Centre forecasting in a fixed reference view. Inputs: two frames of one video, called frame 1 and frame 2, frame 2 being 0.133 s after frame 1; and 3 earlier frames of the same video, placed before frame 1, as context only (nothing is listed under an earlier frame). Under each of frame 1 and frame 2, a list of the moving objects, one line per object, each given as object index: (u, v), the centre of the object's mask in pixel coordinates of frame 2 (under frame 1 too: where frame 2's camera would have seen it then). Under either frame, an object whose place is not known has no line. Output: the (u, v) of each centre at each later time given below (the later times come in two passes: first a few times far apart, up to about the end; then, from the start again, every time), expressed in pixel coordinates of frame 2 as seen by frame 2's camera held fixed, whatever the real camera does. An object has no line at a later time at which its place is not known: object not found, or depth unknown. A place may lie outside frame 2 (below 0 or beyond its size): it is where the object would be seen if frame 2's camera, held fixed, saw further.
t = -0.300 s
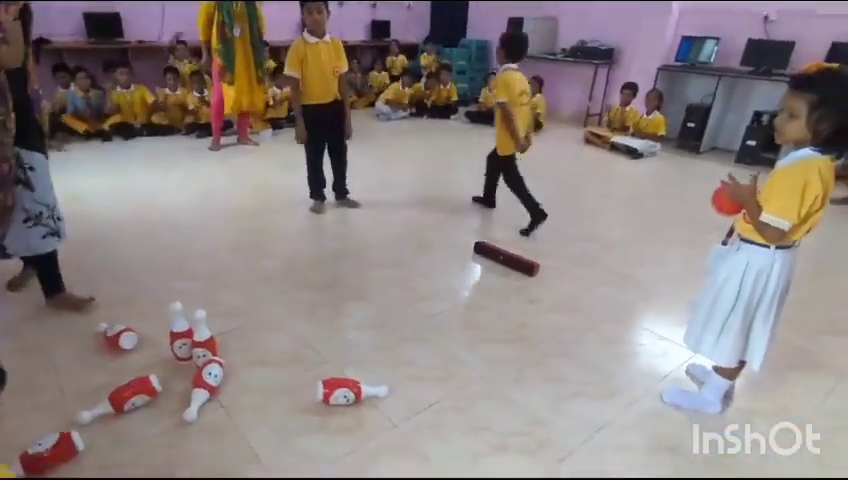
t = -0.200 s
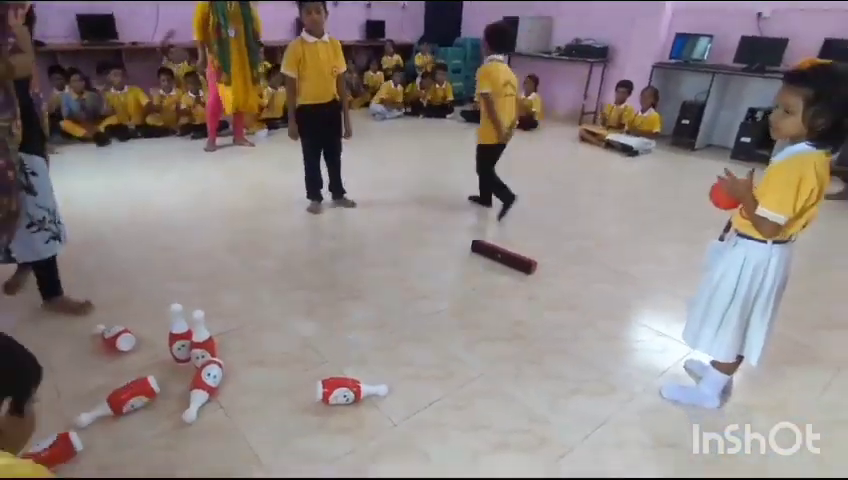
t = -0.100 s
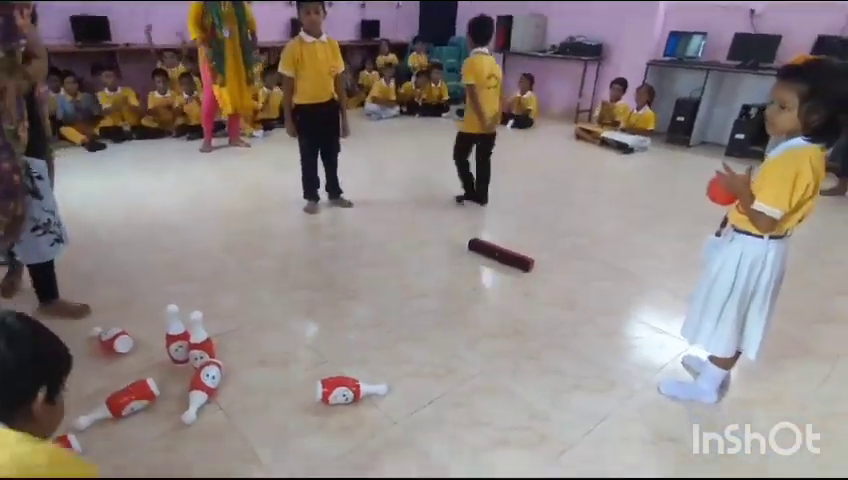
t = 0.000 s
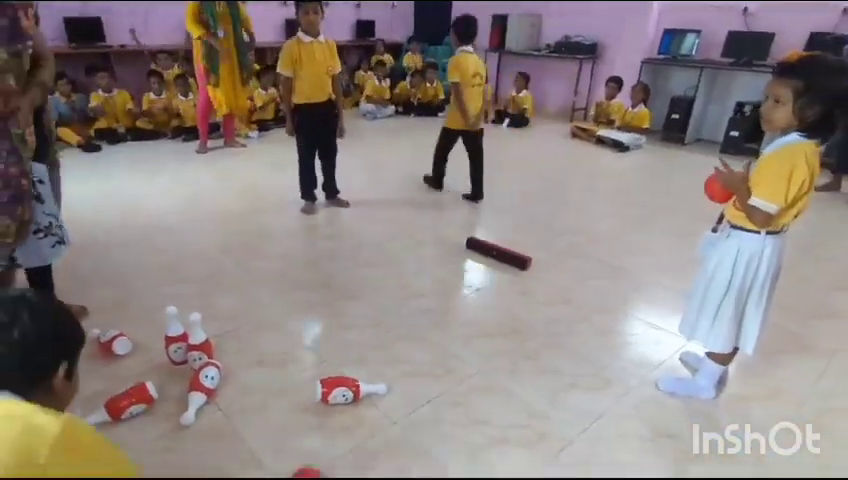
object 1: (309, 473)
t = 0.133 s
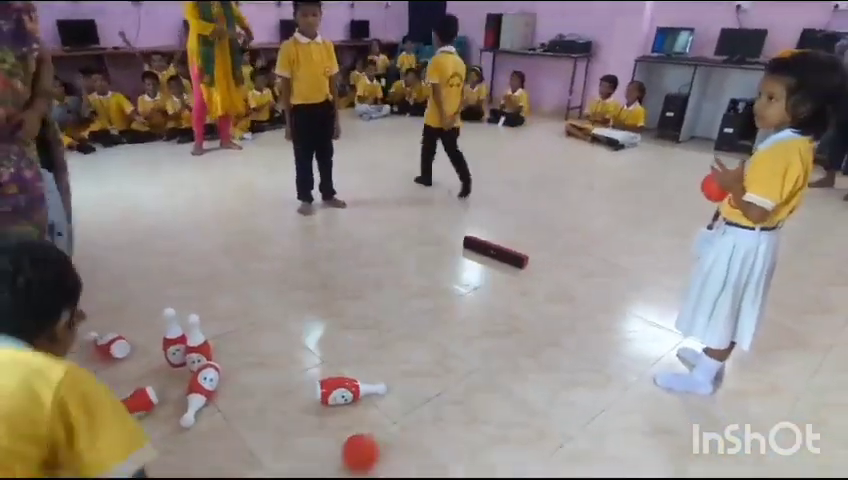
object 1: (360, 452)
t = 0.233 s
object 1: (389, 430)
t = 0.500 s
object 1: (440, 378)
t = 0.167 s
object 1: (371, 445)
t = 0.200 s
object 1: (380, 437)
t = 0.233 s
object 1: (389, 430)
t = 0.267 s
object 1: (398, 423)
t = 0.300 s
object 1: (405, 416)
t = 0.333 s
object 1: (412, 409)
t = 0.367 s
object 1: (418, 403)
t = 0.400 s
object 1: (424, 397)
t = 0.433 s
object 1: (429, 390)
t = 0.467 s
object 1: (434, 384)
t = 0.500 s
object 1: (440, 378)
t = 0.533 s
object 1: (444, 373)
